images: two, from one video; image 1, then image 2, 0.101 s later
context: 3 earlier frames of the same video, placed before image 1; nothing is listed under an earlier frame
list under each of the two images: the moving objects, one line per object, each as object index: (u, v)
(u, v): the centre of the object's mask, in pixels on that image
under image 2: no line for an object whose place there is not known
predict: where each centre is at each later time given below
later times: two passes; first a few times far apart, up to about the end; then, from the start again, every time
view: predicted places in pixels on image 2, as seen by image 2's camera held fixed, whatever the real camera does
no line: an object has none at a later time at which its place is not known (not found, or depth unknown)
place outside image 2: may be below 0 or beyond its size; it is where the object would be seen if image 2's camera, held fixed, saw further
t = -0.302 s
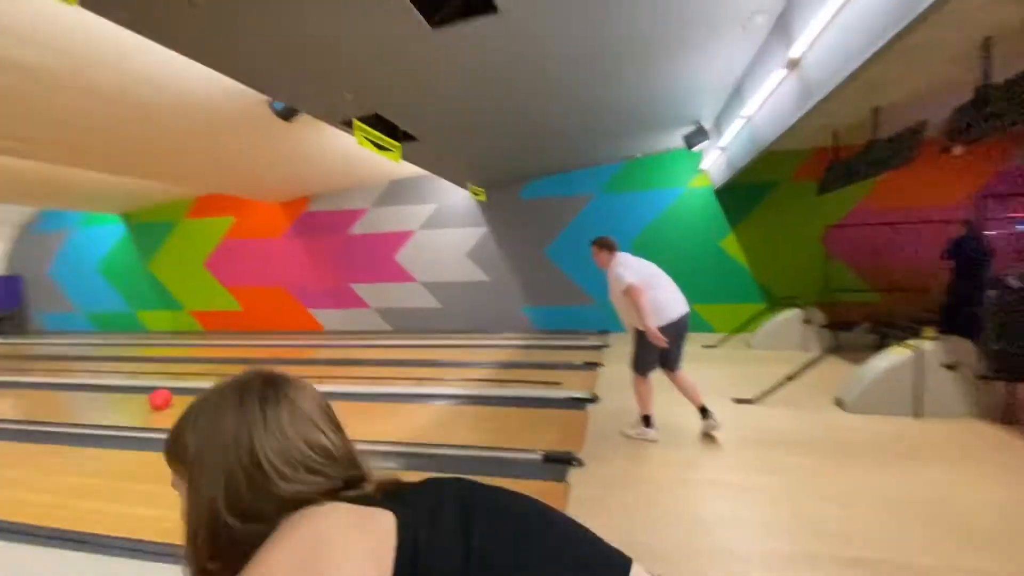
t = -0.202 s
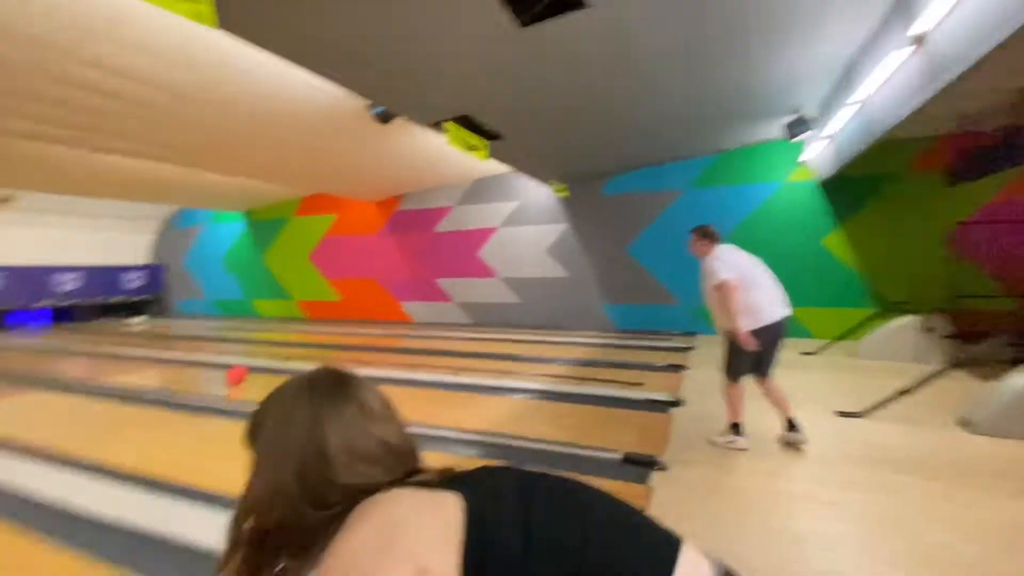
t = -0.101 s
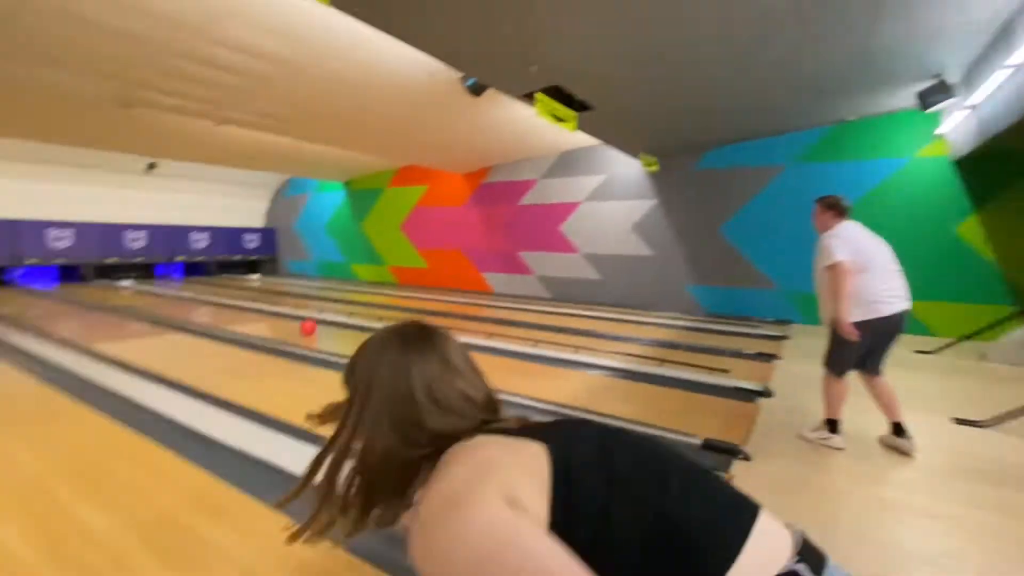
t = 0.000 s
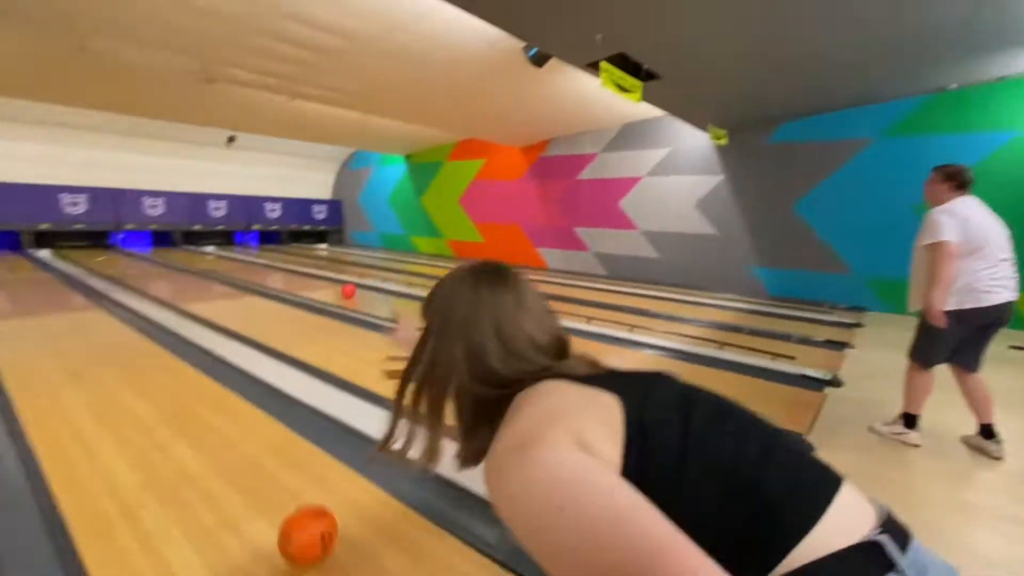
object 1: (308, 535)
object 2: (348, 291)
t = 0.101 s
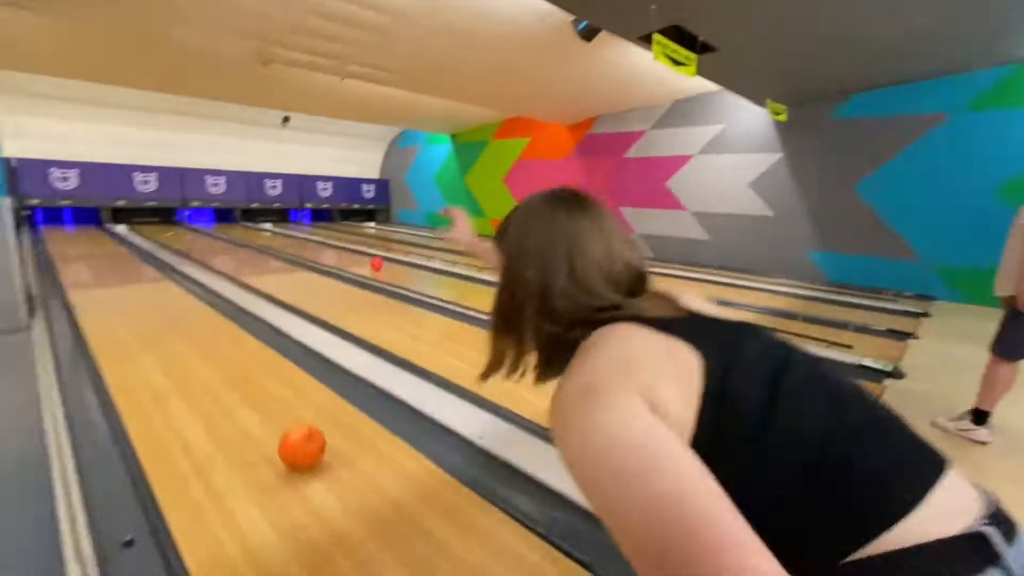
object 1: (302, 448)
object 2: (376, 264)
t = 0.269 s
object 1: (240, 389)
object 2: (349, 258)
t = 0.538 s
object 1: (181, 336)
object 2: (312, 250)
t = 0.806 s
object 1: (146, 306)
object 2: (285, 243)
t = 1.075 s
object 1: (123, 286)
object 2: (263, 238)
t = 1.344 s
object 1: (105, 273)
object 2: (243, 234)
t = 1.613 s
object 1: (92, 263)
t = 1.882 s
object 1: (80, 254)
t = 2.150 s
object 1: (70, 249)
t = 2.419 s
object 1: (62, 244)
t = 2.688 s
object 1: (53, 238)
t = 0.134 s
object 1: (287, 433)
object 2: (370, 263)
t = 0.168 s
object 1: (273, 421)
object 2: (365, 261)
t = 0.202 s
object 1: (261, 408)
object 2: (360, 261)
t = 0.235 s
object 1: (250, 397)
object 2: (354, 259)
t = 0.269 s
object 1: (240, 389)
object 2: (349, 258)
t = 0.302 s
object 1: (231, 380)
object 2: (344, 257)
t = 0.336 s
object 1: (222, 372)
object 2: (338, 256)
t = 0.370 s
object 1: (214, 365)
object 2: (334, 255)
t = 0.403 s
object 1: (207, 358)
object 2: (328, 254)
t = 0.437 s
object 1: (200, 352)
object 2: (325, 253)
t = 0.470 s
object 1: (193, 346)
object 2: (321, 252)
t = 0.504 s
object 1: (187, 340)
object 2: (316, 251)
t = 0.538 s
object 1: (181, 336)
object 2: (312, 250)
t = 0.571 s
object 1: (176, 331)
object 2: (308, 249)
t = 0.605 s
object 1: (171, 327)
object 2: (305, 248)
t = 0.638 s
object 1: (166, 323)
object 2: (301, 247)
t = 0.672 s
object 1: (162, 319)
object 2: (297, 247)
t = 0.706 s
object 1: (158, 315)
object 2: (293, 246)
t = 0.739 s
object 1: (154, 312)
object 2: (290, 245)
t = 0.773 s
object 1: (150, 309)
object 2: (289, 245)
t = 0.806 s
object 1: (146, 306)
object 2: (285, 243)
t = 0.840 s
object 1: (143, 302)
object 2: (281, 243)
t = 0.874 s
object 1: (140, 300)
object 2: (278, 241)
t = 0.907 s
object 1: (137, 297)
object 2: (275, 241)
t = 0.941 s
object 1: (134, 295)
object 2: (272, 241)
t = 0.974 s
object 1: (131, 293)
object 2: (269, 240)
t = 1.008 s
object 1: (128, 290)
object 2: (267, 239)
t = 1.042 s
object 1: (126, 289)
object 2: (264, 238)
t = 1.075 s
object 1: (123, 286)
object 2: (263, 238)
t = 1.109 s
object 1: (121, 284)
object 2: (261, 238)
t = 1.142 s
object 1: (119, 282)
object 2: (257, 238)
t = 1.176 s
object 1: (117, 281)
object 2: (255, 237)
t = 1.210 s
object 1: (115, 279)
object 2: (252, 236)
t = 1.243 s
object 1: (112, 278)
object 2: (250, 236)
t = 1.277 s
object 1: (110, 276)
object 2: (247, 235)
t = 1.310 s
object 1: (108, 274)
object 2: (246, 235)
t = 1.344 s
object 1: (105, 273)
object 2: (243, 234)
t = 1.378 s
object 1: (104, 271)
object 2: (241, 234)
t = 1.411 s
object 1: (102, 270)
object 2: (238, 232)
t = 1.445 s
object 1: (100, 269)
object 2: (236, 231)
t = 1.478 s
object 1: (99, 267)
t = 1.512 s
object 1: (97, 266)
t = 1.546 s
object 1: (95, 265)
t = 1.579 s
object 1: (94, 264)
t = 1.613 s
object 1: (92, 263)
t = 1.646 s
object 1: (91, 262)
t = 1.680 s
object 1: (91, 261)
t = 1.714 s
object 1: (89, 260)
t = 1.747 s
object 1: (86, 258)
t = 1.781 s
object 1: (84, 258)
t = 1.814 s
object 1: (84, 257)
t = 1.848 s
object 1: (81, 255)
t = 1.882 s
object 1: (80, 254)
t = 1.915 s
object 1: (78, 254)
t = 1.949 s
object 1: (78, 253)
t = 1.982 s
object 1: (77, 252)
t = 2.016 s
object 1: (76, 252)
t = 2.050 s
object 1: (76, 252)
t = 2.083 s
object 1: (73, 250)
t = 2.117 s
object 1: (72, 250)
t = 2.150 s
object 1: (70, 249)
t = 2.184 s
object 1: (70, 248)
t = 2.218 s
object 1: (68, 247)
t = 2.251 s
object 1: (67, 246)
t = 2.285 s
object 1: (65, 245)
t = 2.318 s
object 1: (65, 245)
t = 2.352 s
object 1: (64, 244)
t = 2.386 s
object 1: (63, 244)
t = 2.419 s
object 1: (62, 244)
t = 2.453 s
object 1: (61, 243)
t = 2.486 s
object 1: (61, 242)
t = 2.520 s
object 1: (58, 241)
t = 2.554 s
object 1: (57, 240)
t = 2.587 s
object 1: (57, 240)
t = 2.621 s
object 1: (56, 239)
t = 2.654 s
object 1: (55, 238)
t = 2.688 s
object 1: (53, 238)
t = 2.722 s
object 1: (52, 237)
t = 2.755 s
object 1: (52, 237)
